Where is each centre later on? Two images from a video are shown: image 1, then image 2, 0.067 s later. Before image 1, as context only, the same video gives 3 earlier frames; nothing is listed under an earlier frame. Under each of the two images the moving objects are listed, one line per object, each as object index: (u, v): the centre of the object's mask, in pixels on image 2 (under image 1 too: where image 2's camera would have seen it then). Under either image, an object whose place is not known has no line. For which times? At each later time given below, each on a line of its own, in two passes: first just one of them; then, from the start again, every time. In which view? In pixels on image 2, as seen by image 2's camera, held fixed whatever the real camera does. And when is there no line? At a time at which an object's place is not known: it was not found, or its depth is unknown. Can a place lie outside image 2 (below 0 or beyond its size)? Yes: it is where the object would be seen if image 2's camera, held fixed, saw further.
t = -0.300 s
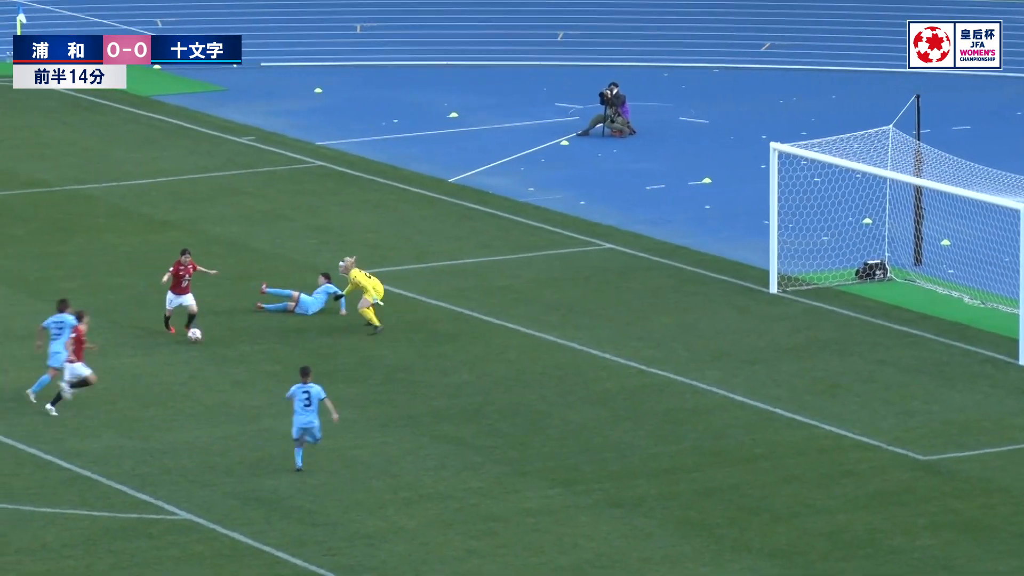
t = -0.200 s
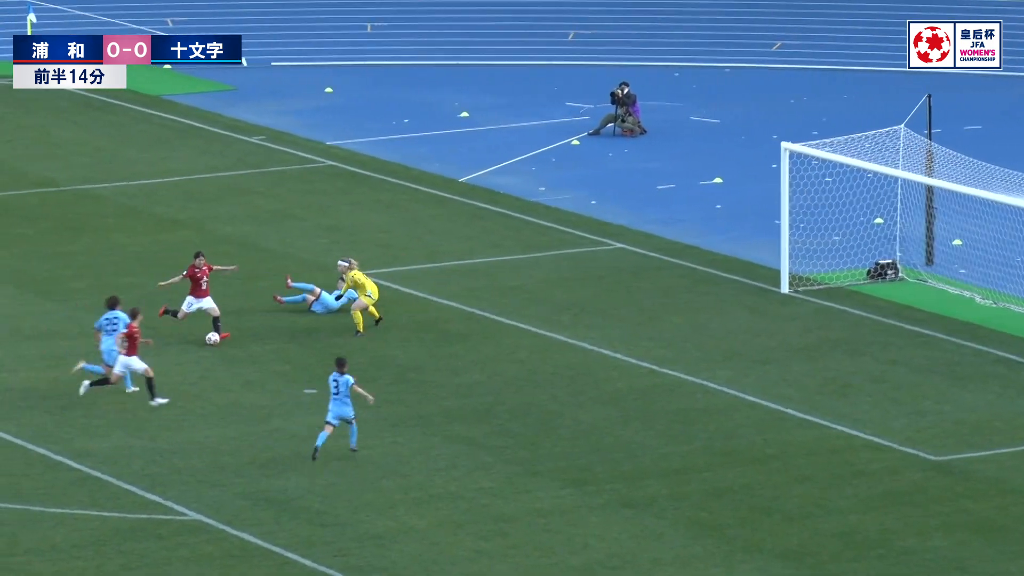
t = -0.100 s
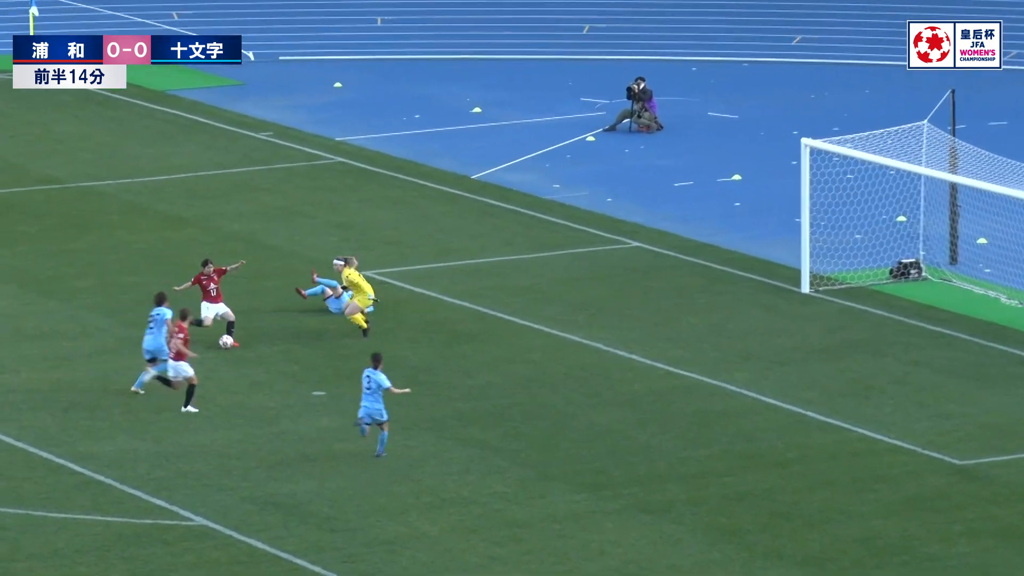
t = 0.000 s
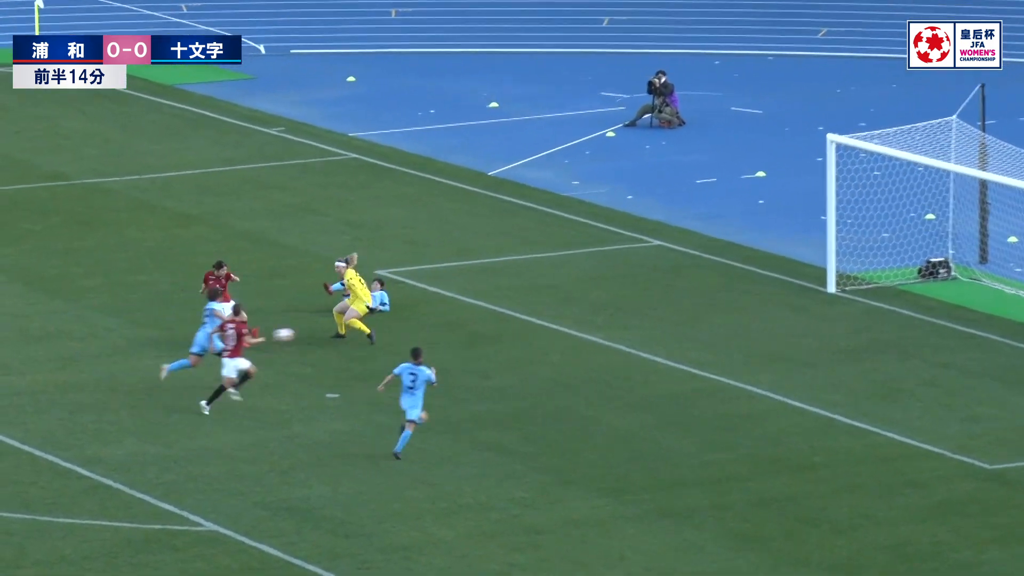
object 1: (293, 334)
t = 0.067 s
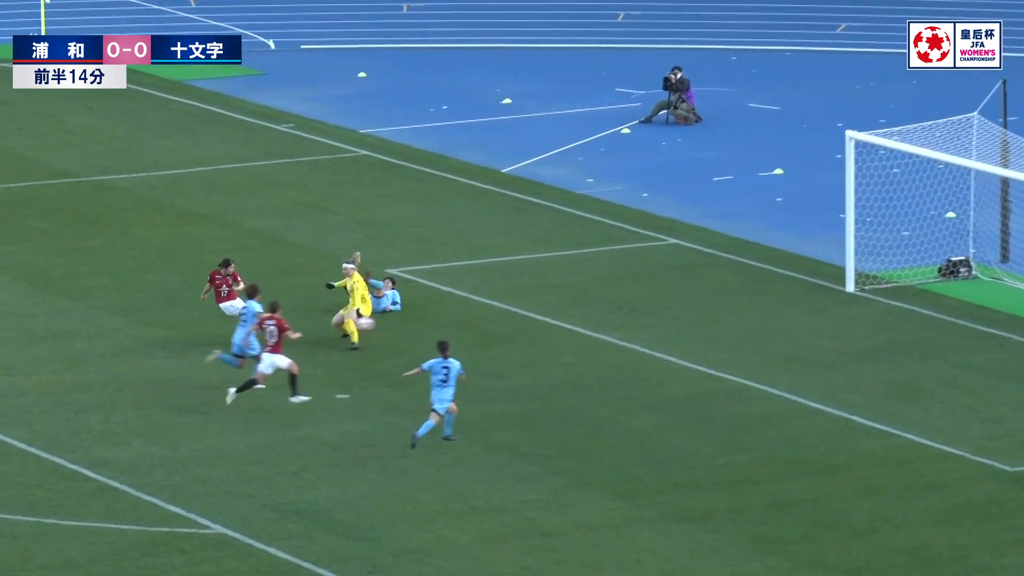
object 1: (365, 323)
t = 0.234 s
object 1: (537, 311)
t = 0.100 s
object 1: (399, 319)
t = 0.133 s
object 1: (434, 316)
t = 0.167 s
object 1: (468, 313)
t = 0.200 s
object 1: (503, 312)
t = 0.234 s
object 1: (537, 311)
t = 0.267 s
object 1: (571, 311)
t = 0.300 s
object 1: (605, 312)
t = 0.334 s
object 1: (639, 313)
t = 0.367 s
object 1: (672, 316)
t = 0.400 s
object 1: (705, 319)
